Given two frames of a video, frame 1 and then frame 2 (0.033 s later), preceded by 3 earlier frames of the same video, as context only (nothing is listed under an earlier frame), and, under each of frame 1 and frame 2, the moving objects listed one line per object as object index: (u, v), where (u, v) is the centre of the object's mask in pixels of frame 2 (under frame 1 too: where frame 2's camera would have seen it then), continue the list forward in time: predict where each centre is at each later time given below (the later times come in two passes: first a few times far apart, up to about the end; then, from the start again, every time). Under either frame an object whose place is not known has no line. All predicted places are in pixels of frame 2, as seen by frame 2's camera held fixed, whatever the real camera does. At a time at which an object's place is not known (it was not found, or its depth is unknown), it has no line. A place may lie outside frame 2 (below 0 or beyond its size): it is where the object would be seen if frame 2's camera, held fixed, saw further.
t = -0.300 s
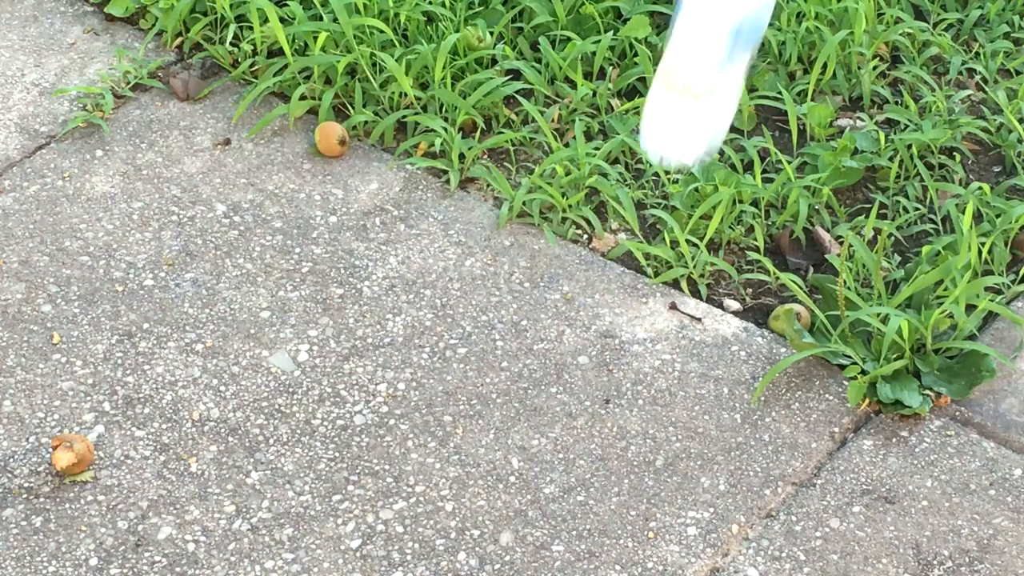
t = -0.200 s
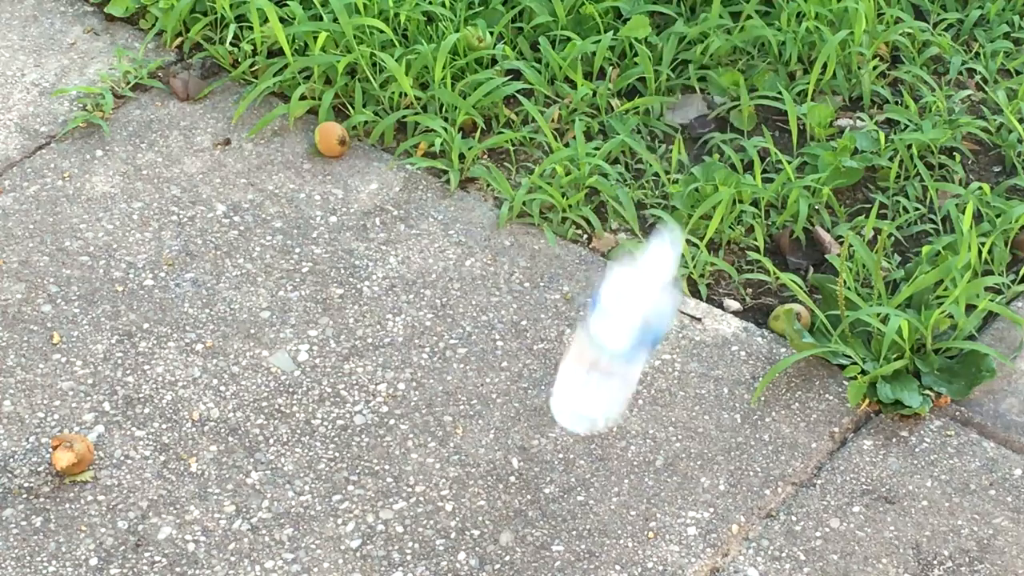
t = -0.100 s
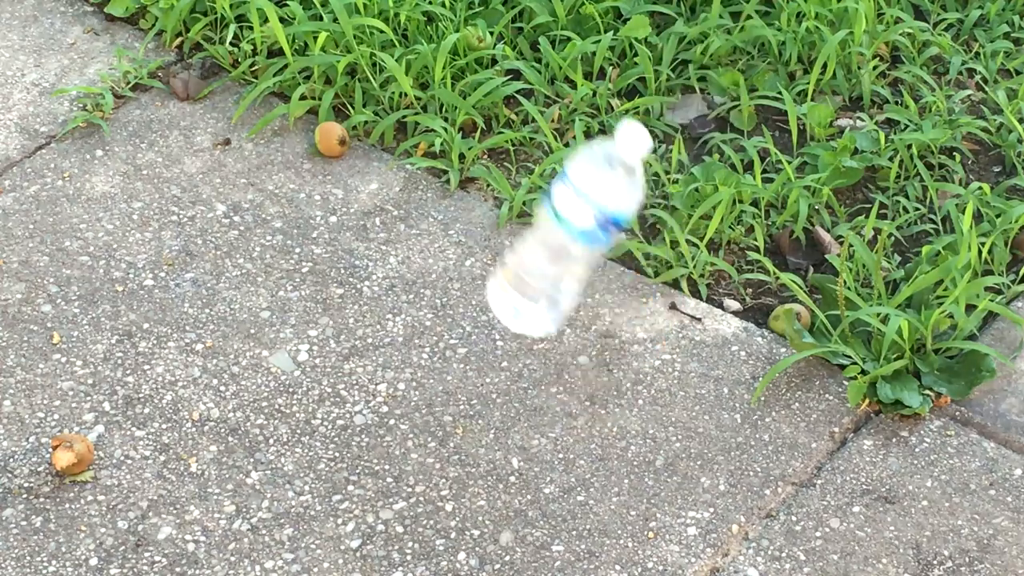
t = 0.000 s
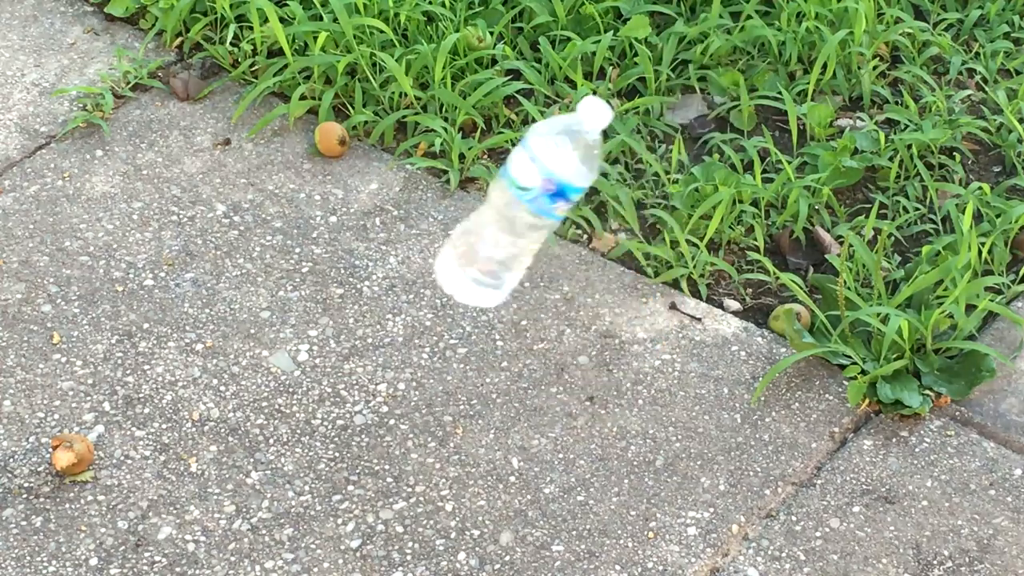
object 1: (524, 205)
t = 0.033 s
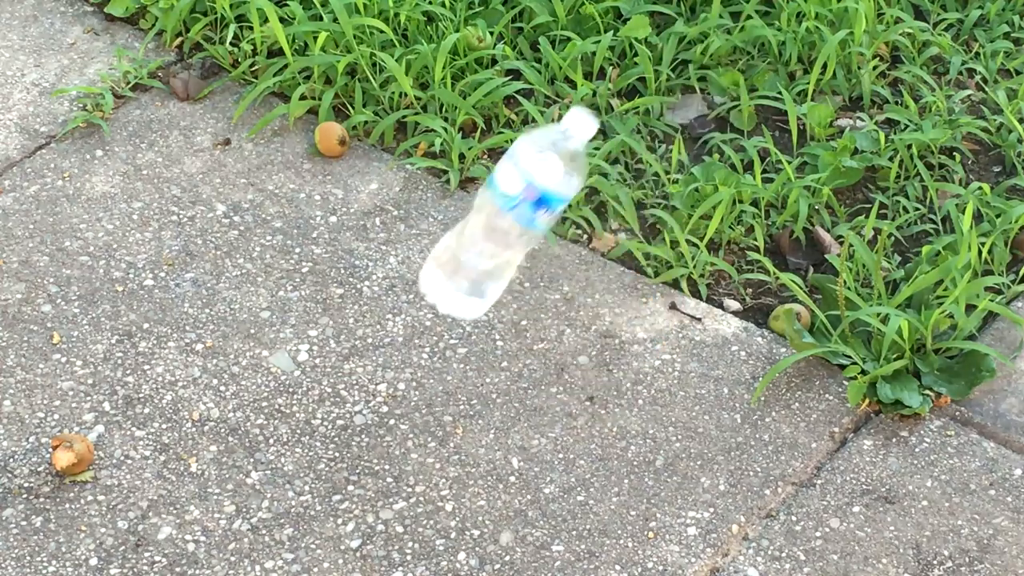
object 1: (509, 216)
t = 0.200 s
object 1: (476, 274)
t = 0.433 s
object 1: (461, 272)
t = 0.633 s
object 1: (433, 262)
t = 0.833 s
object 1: (397, 251)
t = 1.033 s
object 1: (359, 238)
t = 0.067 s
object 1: (494, 236)
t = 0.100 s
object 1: (479, 266)
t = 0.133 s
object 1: (468, 296)
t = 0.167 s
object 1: (473, 277)
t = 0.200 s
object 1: (476, 274)
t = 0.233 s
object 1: (477, 275)
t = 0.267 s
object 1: (477, 284)
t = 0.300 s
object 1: (476, 278)
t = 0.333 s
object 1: (474, 276)
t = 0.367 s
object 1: (470, 275)
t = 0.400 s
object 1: (466, 274)
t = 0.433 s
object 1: (461, 272)
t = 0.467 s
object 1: (457, 271)
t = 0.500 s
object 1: (452, 270)
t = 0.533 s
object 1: (447, 267)
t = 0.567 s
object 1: (442, 265)
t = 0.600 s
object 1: (438, 263)
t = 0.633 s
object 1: (433, 262)
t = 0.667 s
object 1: (427, 260)
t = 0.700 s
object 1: (420, 258)
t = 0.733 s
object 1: (413, 257)
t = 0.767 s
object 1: (408, 255)
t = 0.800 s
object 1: (402, 253)
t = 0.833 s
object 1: (397, 251)
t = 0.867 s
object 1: (390, 249)
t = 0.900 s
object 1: (383, 247)
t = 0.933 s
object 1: (377, 244)
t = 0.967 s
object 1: (371, 242)
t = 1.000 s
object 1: (365, 240)
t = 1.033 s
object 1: (359, 238)
